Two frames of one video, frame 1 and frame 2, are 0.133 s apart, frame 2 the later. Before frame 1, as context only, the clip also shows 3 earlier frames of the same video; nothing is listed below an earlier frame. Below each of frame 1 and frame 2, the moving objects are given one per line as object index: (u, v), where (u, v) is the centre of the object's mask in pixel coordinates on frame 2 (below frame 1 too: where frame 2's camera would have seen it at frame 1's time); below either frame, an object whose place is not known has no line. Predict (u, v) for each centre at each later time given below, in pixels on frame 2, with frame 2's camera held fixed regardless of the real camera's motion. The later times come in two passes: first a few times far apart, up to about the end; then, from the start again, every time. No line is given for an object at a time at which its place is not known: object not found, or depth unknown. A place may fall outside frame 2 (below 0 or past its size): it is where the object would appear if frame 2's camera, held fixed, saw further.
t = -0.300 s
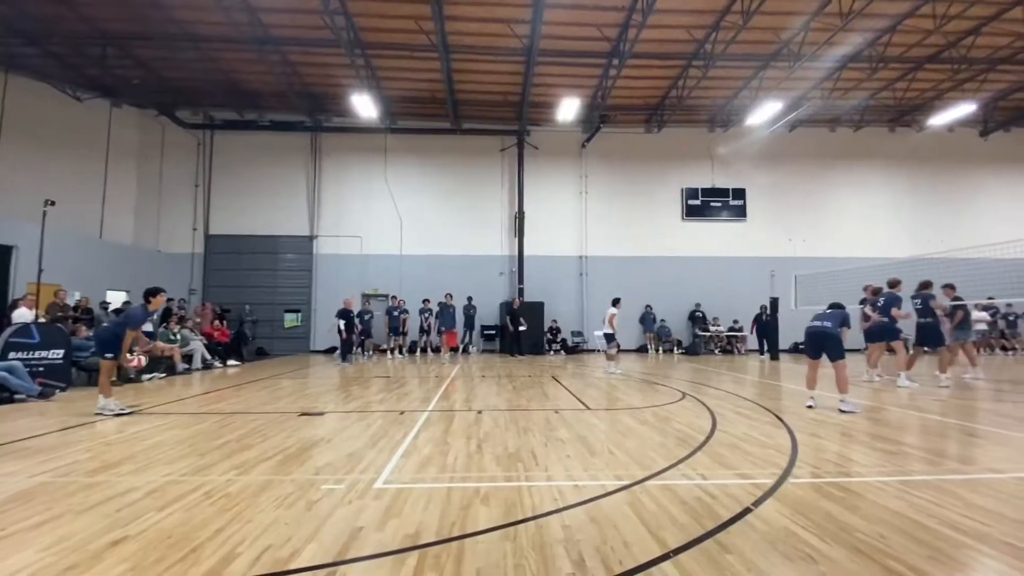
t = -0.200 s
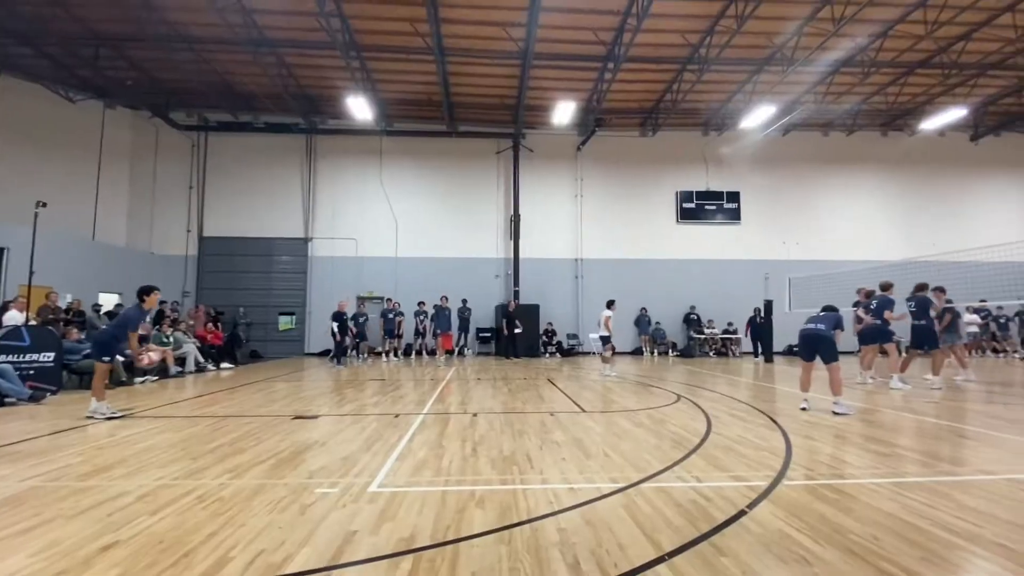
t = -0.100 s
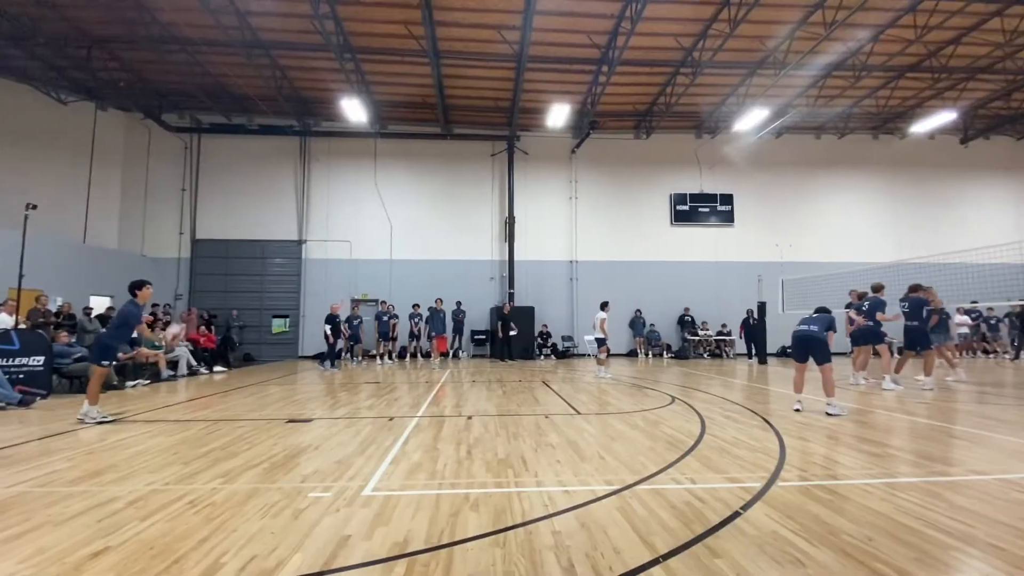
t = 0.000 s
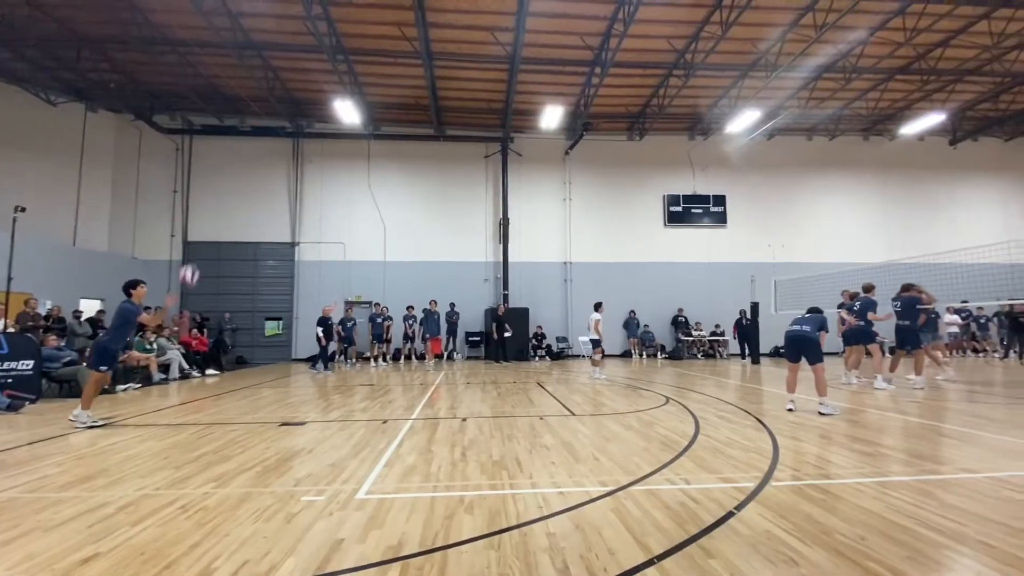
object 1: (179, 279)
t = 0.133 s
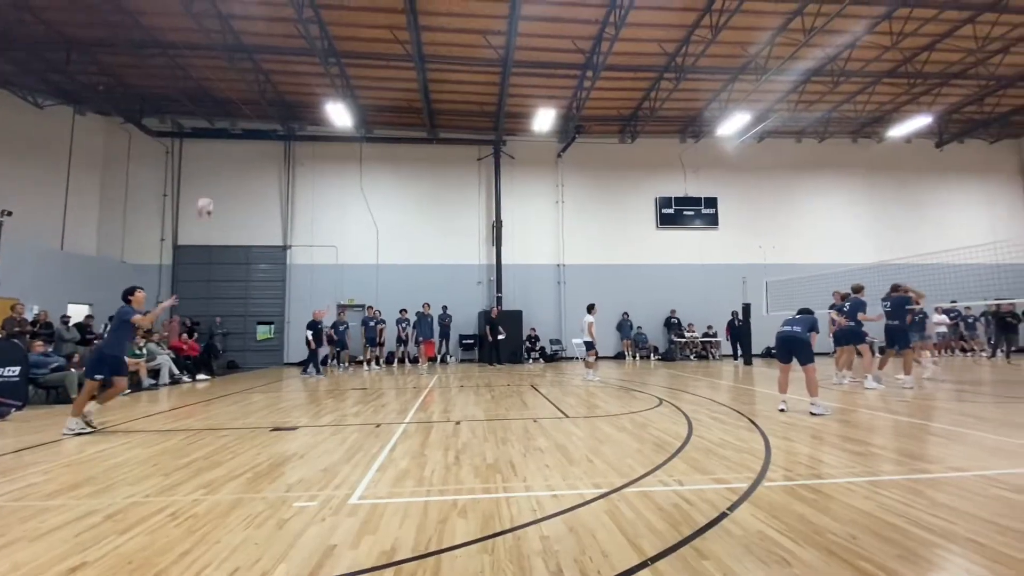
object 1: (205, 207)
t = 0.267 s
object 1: (228, 151)
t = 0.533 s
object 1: (272, 87)
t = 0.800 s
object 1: (312, 75)
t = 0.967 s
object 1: (335, 91)
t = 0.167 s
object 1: (210, 192)
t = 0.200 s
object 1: (216, 176)
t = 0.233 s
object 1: (221, 163)
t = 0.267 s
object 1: (228, 151)
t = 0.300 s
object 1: (233, 140)
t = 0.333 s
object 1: (238, 131)
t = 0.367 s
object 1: (245, 121)
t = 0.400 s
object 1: (250, 113)
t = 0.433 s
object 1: (256, 105)
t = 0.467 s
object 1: (261, 98)
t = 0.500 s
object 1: (266, 92)
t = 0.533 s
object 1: (272, 87)
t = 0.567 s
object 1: (277, 83)
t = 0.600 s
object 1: (282, 79)
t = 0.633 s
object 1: (287, 77)
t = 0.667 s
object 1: (292, 75)
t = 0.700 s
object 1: (297, 74)
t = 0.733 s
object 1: (302, 74)
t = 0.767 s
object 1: (307, 74)
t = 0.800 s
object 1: (312, 75)
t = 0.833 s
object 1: (316, 78)
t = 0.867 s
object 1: (321, 80)
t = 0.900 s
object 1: (326, 84)
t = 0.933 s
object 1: (331, 87)
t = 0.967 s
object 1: (335, 91)
